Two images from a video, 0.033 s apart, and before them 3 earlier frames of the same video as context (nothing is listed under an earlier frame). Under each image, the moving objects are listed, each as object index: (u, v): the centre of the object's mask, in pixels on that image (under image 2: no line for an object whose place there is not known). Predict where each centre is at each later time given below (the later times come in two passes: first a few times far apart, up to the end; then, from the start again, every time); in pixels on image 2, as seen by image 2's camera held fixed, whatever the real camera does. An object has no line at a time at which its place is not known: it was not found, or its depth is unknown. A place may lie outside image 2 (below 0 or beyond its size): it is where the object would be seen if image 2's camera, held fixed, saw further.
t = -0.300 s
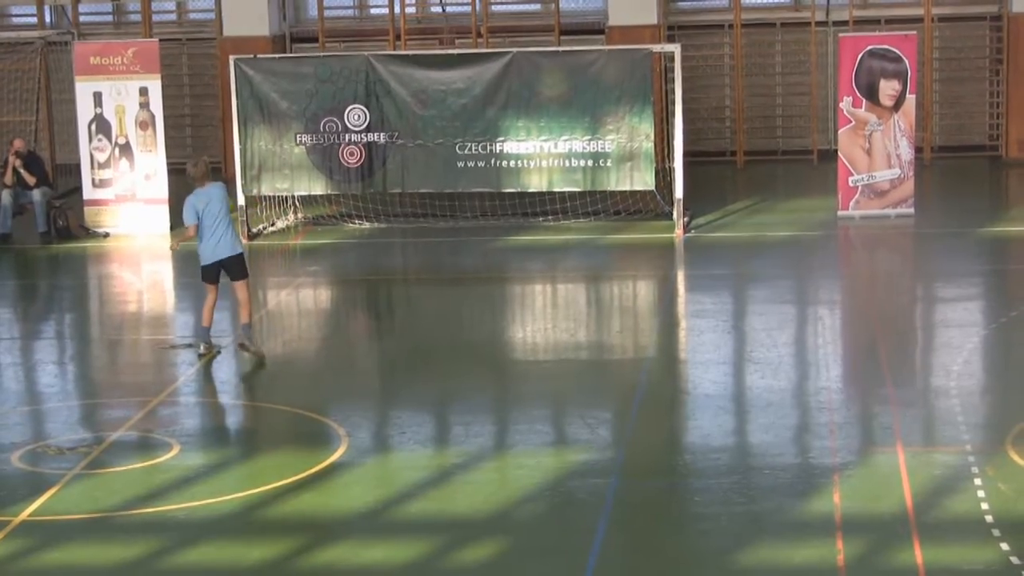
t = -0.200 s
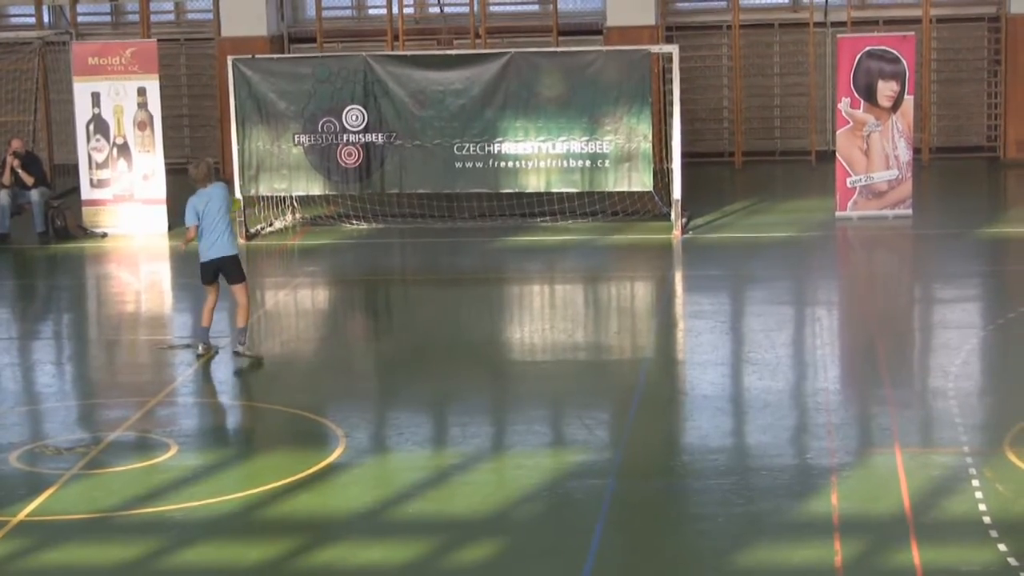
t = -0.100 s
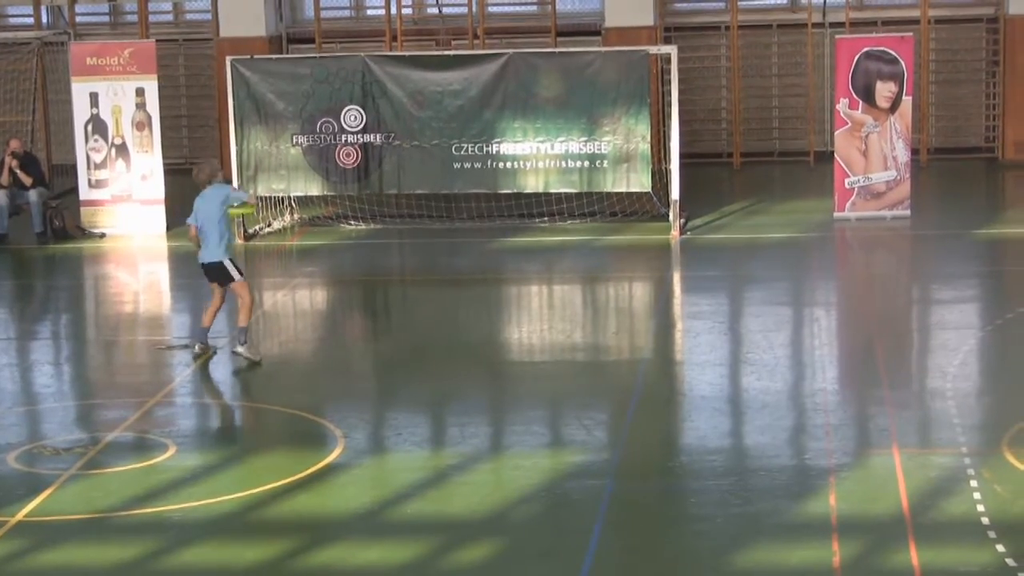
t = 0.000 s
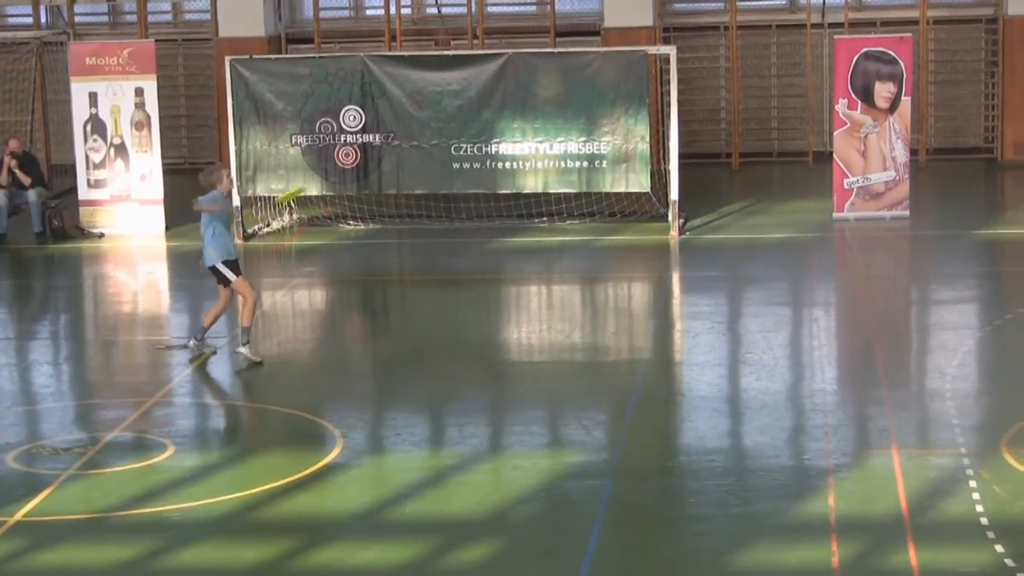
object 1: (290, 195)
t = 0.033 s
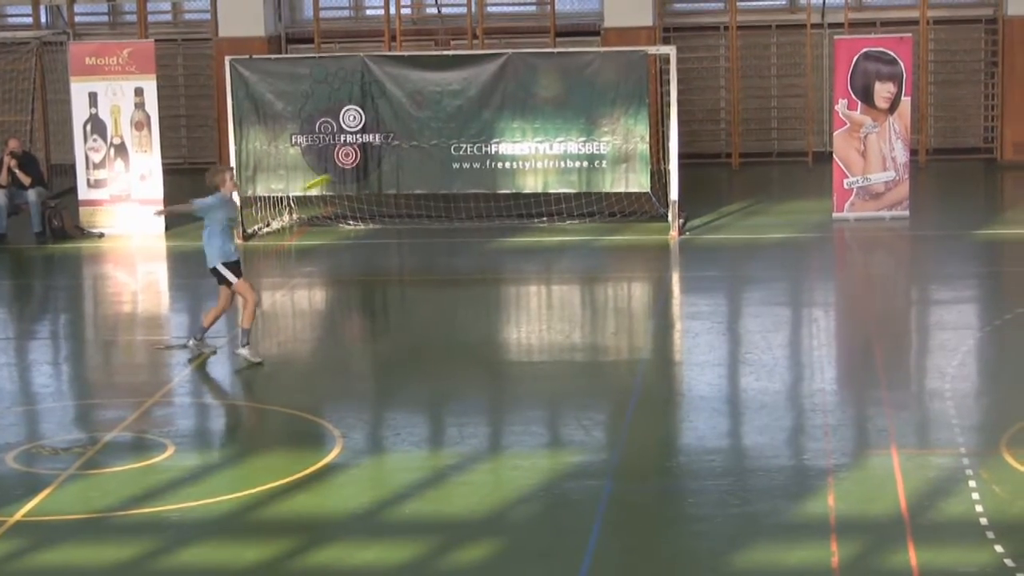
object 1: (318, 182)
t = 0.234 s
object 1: (464, 122)
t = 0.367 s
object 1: (558, 91)
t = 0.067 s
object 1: (341, 171)
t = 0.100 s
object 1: (367, 160)
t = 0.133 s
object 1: (391, 150)
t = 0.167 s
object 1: (417, 139)
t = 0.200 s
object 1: (440, 131)
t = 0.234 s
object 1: (464, 122)
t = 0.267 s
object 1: (489, 113)
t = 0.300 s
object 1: (512, 105)
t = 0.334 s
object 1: (534, 98)
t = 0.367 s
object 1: (558, 91)
